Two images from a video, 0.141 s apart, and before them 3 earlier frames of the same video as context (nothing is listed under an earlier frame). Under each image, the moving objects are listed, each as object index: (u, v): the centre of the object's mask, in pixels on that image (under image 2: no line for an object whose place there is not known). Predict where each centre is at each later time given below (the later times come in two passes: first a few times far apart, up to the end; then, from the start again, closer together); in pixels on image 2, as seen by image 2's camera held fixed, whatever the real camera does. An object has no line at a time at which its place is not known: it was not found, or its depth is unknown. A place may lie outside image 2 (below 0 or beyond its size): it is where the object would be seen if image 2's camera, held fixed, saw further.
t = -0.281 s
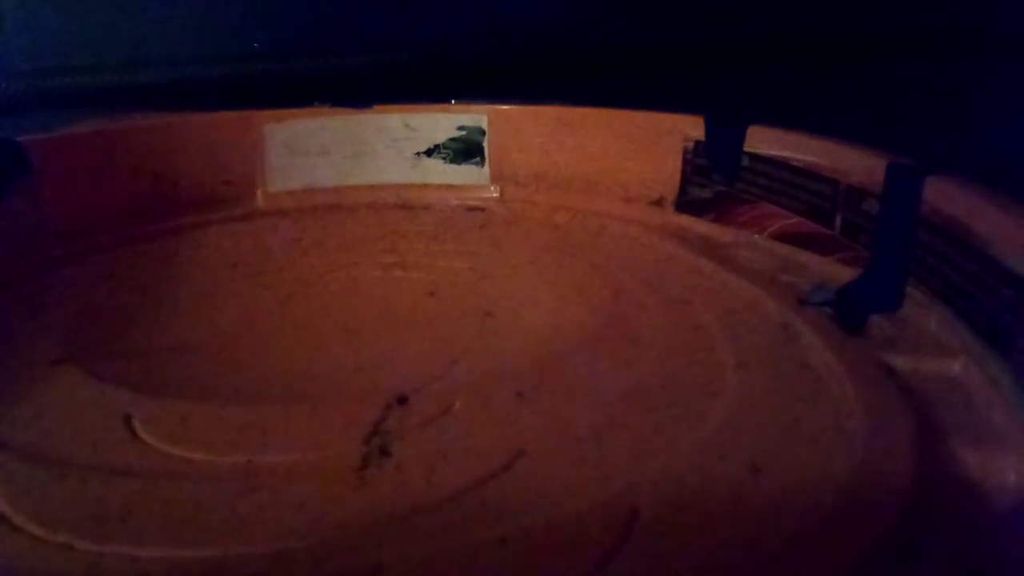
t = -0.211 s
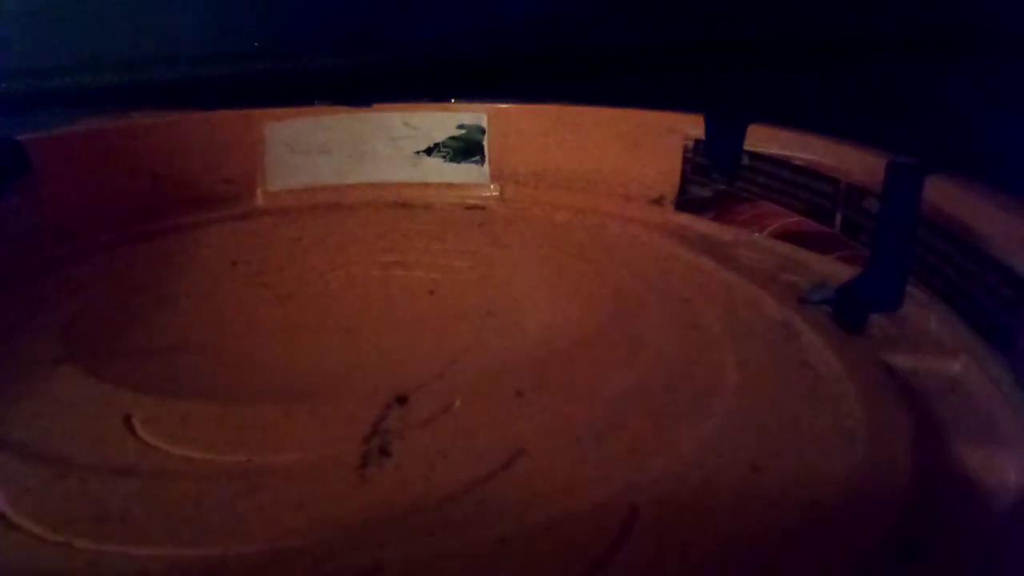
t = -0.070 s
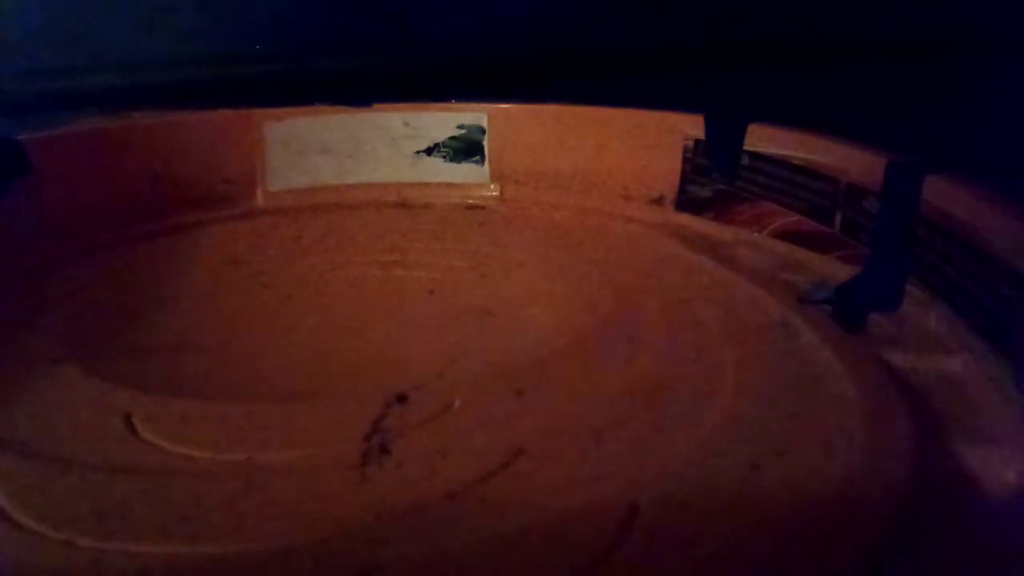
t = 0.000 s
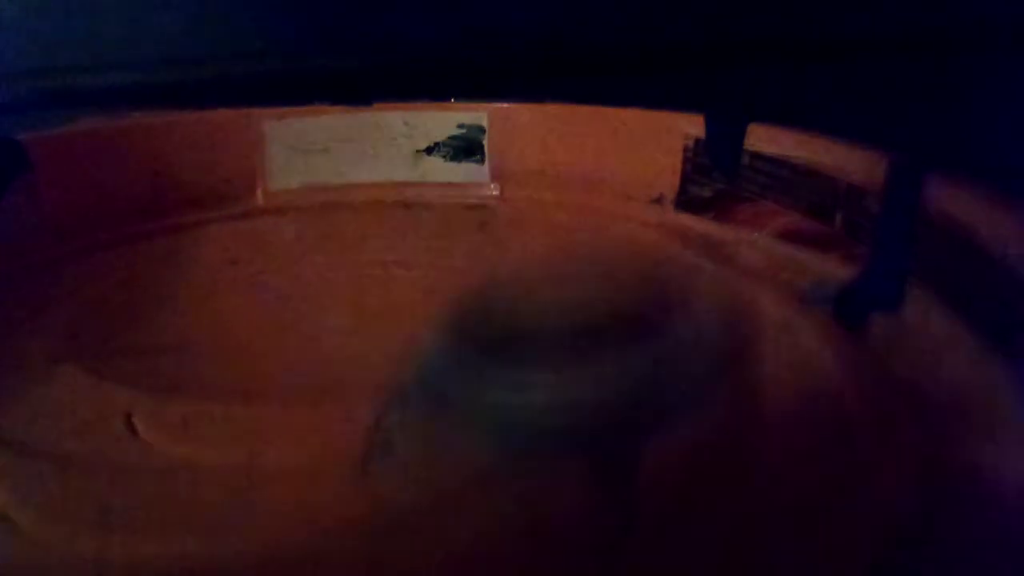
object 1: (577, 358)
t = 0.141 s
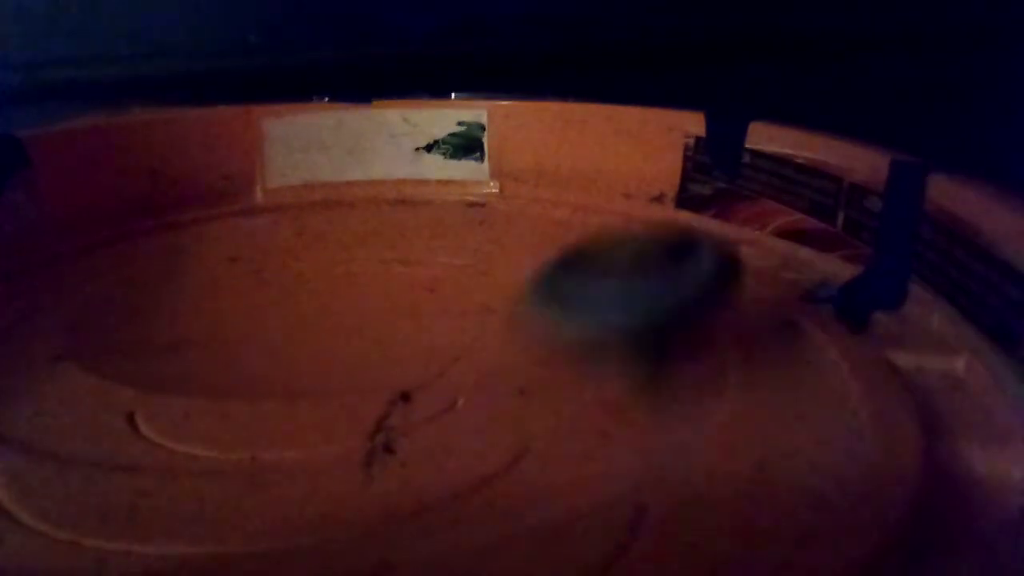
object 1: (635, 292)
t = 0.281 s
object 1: (678, 223)
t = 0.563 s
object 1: (515, 181)
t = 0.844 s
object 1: (188, 258)
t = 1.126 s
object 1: (295, 335)
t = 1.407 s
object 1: (523, 319)
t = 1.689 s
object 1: (584, 271)
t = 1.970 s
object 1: (511, 221)
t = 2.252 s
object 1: (216, 213)
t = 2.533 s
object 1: (181, 285)
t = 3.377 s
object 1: (418, 208)
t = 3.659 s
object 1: (415, 224)
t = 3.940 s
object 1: (453, 243)
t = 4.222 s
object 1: (491, 256)
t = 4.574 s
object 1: (443, 270)
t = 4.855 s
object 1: (322, 283)
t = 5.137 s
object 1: (256, 281)
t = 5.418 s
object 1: (274, 271)
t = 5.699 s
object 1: (326, 244)
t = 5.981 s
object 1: (361, 226)
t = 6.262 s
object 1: (385, 225)
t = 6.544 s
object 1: (430, 239)
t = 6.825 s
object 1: (471, 246)
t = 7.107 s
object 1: (450, 254)
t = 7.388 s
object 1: (436, 262)
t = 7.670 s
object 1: (474, 239)
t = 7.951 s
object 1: (427, 235)
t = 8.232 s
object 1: (416, 244)
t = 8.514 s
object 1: (411, 259)
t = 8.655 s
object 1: (399, 265)
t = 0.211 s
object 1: (655, 253)
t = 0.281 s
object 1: (678, 223)
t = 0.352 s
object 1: (656, 199)
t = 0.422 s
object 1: (625, 186)
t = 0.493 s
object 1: (561, 181)
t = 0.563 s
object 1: (515, 181)
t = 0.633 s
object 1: (447, 191)
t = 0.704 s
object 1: (359, 204)
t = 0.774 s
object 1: (269, 227)
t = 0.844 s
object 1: (188, 258)
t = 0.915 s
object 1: (161, 292)
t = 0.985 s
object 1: (195, 307)
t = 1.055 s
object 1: (273, 323)
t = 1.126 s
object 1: (295, 335)
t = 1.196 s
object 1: (326, 344)
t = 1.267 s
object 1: (371, 346)
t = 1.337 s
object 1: (439, 334)
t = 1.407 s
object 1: (523, 319)
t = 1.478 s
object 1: (556, 305)
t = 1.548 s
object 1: (576, 292)
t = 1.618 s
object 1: (585, 281)
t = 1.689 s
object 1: (584, 271)
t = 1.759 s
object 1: (576, 262)
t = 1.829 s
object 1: (566, 255)
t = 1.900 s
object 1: (549, 239)
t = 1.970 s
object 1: (511, 221)
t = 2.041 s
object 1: (446, 209)
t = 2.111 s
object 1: (358, 201)
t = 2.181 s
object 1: (275, 202)
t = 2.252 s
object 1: (216, 213)
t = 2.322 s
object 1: (152, 230)
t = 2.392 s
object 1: (118, 257)
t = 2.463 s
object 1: (127, 276)
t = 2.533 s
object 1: (181, 285)
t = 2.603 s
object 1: (282, 287)
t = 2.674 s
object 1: (404, 277)
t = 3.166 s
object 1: (394, 207)
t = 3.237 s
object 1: (382, 204)
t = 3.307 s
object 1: (402, 206)
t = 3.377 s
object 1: (418, 208)
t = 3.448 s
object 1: (415, 211)
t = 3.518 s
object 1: (414, 212)
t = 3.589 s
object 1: (414, 216)
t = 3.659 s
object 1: (415, 224)
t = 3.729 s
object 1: (422, 230)
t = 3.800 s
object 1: (430, 236)
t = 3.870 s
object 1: (440, 239)
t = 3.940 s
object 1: (453, 243)
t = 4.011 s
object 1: (465, 246)
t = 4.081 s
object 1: (477, 250)
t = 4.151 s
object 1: (485, 252)
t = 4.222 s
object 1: (491, 256)
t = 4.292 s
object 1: (491, 258)
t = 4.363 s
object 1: (488, 262)
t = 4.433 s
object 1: (478, 266)
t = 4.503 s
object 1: (462, 268)
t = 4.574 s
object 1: (443, 270)
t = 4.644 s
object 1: (415, 274)
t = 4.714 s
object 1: (387, 277)
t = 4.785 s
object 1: (357, 280)
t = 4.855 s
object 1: (322, 283)
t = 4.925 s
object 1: (295, 281)
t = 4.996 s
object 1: (278, 282)
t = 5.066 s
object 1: (264, 281)
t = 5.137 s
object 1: (256, 281)
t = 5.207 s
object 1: (254, 280)
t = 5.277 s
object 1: (256, 278)
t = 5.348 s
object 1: (263, 274)
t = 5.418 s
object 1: (274, 271)
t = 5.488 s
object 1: (286, 265)
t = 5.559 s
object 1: (301, 258)
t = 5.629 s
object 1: (315, 251)
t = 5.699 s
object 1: (326, 244)
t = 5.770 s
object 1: (335, 237)
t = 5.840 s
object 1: (344, 232)
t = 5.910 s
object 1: (353, 229)
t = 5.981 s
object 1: (361, 226)
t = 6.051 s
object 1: (368, 224)
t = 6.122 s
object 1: (373, 223)
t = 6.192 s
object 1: (378, 223)
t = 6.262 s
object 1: (385, 225)
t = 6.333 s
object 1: (395, 228)
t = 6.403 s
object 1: (406, 232)
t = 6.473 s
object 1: (419, 235)
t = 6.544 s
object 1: (430, 239)
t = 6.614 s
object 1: (443, 247)
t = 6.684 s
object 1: (461, 246)
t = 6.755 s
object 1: (472, 246)
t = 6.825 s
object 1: (471, 246)
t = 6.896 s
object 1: (472, 247)
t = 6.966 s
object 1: (471, 247)
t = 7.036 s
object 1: (463, 251)
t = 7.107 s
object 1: (450, 254)
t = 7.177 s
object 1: (432, 259)
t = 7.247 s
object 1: (411, 263)
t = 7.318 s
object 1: (391, 266)
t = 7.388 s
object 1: (436, 262)
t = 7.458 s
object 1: (458, 253)
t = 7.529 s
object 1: (468, 248)
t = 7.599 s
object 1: (473, 243)
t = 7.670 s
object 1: (474, 239)
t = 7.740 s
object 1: (470, 236)
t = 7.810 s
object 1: (460, 234)
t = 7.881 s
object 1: (444, 234)
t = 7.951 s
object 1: (427, 235)
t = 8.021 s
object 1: (408, 238)
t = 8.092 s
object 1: (408, 241)
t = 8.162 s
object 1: (413, 242)
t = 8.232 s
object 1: (416, 244)
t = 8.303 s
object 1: (415, 249)
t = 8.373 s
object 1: (416, 251)
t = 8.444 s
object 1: (414, 256)
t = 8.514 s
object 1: (411, 259)
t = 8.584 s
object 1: (404, 262)
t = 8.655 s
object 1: (399, 265)
